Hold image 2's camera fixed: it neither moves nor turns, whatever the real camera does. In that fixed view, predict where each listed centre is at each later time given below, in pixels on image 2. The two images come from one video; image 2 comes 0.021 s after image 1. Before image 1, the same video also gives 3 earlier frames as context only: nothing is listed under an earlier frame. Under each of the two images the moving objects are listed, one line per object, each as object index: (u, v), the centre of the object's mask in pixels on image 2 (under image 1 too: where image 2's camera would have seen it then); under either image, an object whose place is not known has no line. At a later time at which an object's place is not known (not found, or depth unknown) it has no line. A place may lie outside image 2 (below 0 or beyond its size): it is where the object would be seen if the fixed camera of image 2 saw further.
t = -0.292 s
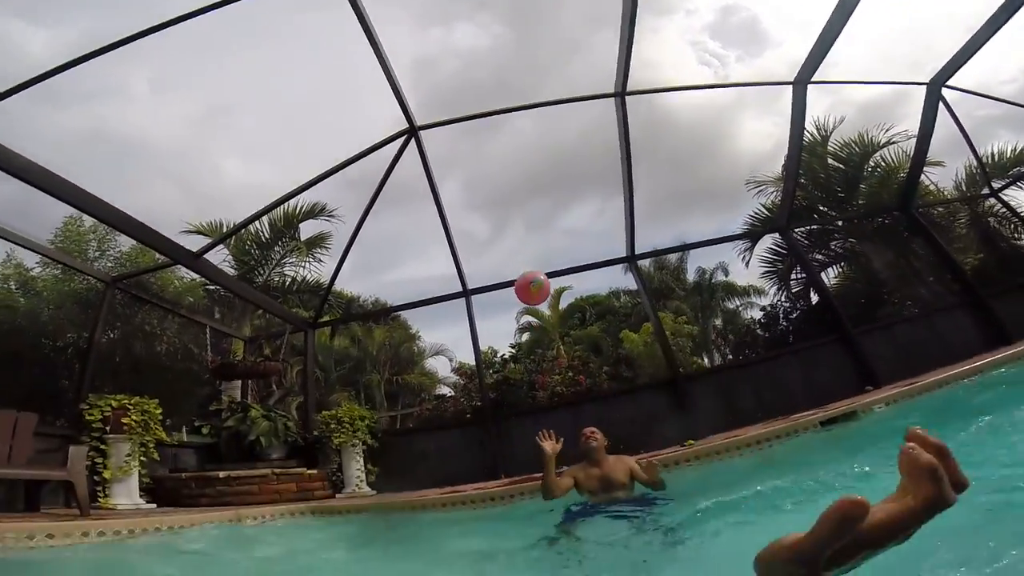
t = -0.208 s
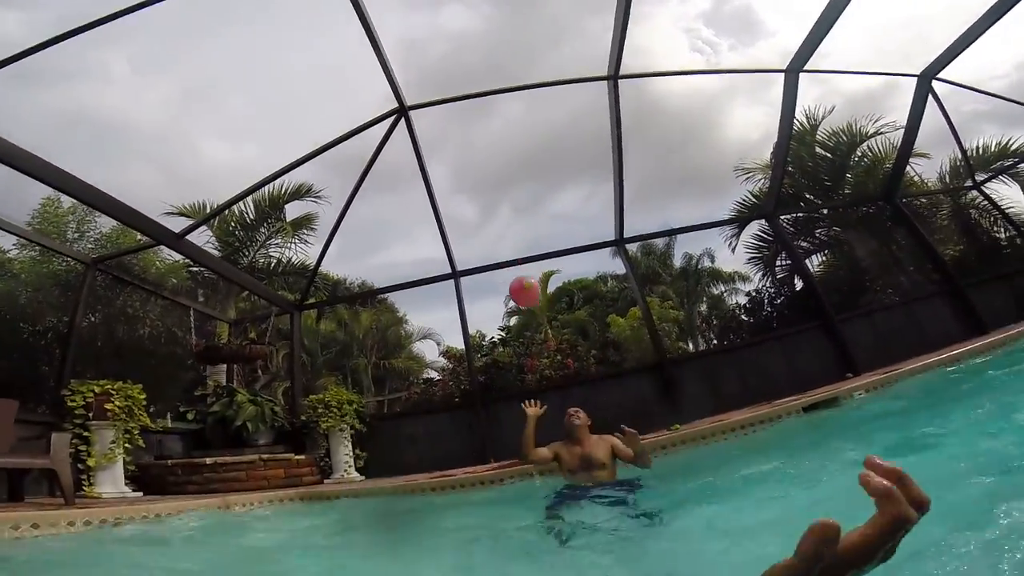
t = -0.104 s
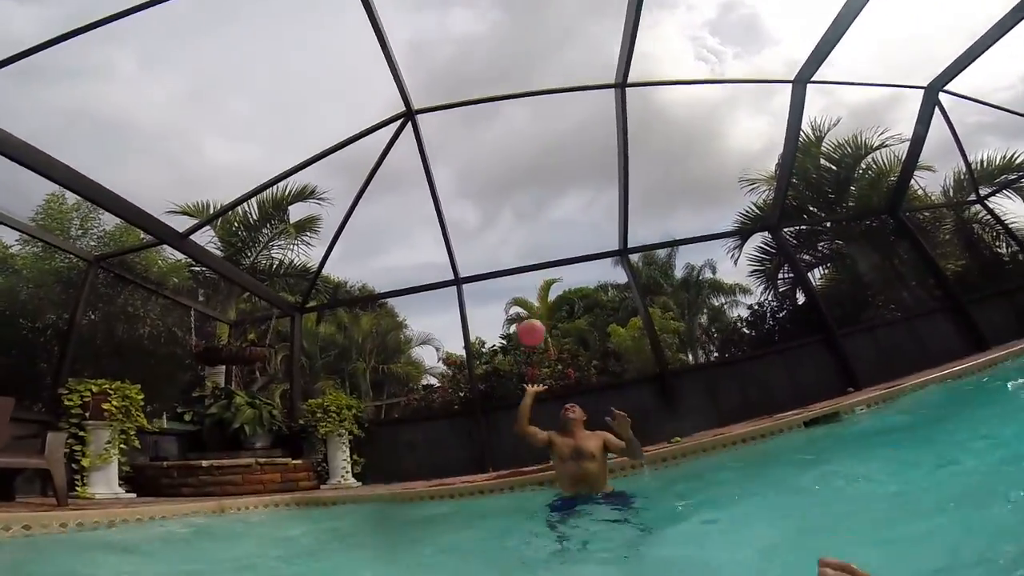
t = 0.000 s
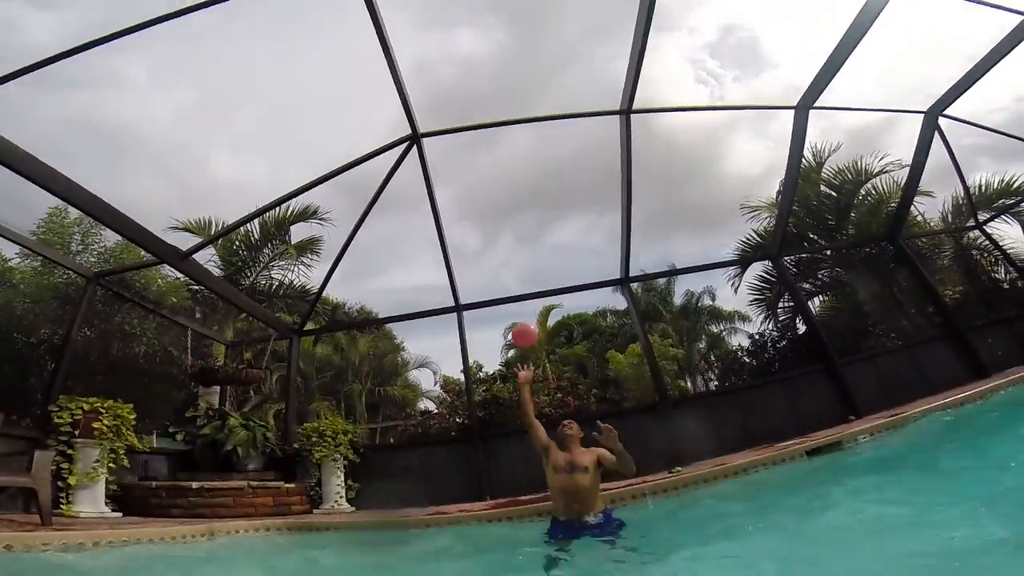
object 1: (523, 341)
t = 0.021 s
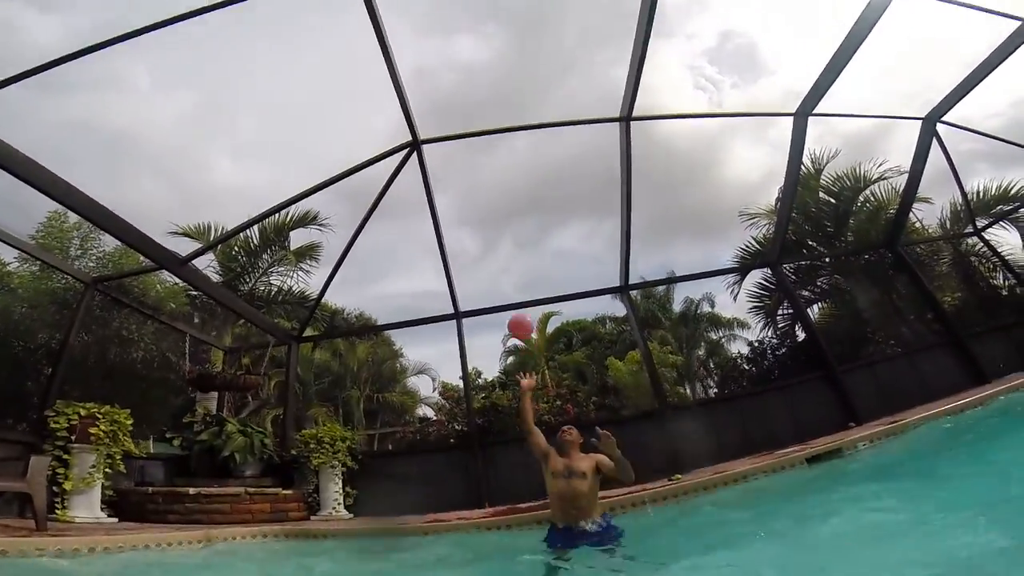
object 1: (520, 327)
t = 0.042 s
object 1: (518, 313)
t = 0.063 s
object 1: (514, 300)
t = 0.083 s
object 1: (512, 288)
